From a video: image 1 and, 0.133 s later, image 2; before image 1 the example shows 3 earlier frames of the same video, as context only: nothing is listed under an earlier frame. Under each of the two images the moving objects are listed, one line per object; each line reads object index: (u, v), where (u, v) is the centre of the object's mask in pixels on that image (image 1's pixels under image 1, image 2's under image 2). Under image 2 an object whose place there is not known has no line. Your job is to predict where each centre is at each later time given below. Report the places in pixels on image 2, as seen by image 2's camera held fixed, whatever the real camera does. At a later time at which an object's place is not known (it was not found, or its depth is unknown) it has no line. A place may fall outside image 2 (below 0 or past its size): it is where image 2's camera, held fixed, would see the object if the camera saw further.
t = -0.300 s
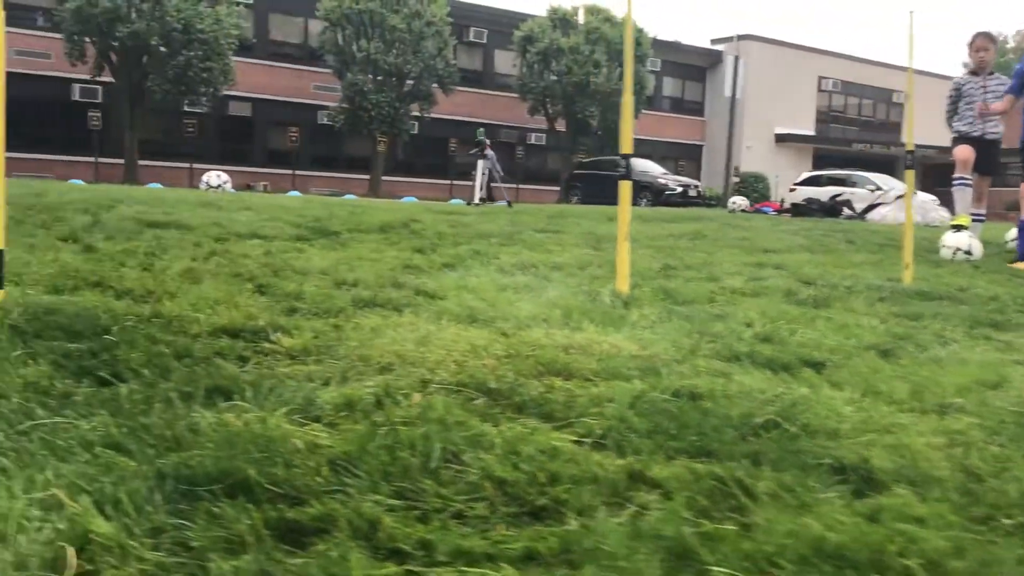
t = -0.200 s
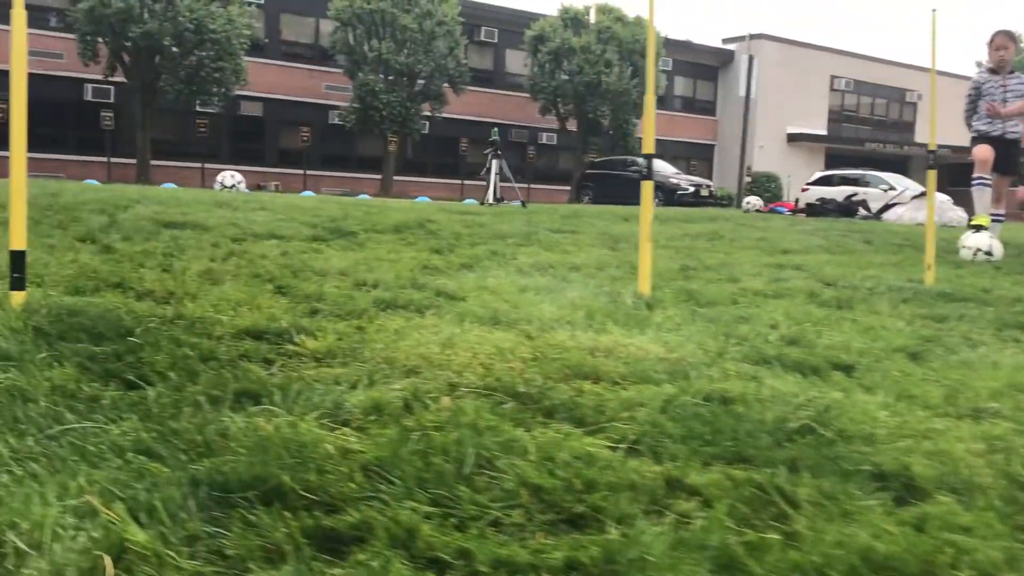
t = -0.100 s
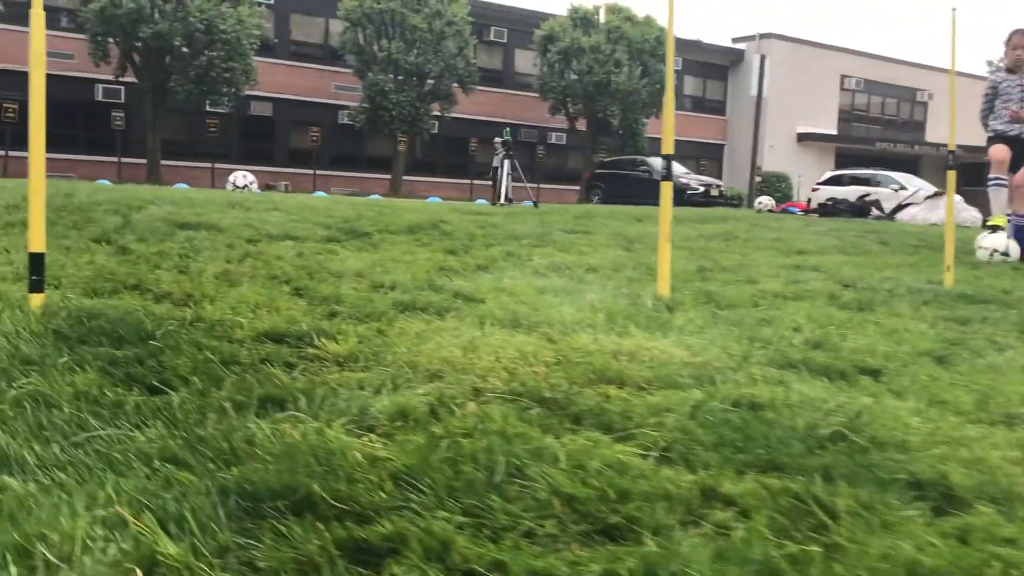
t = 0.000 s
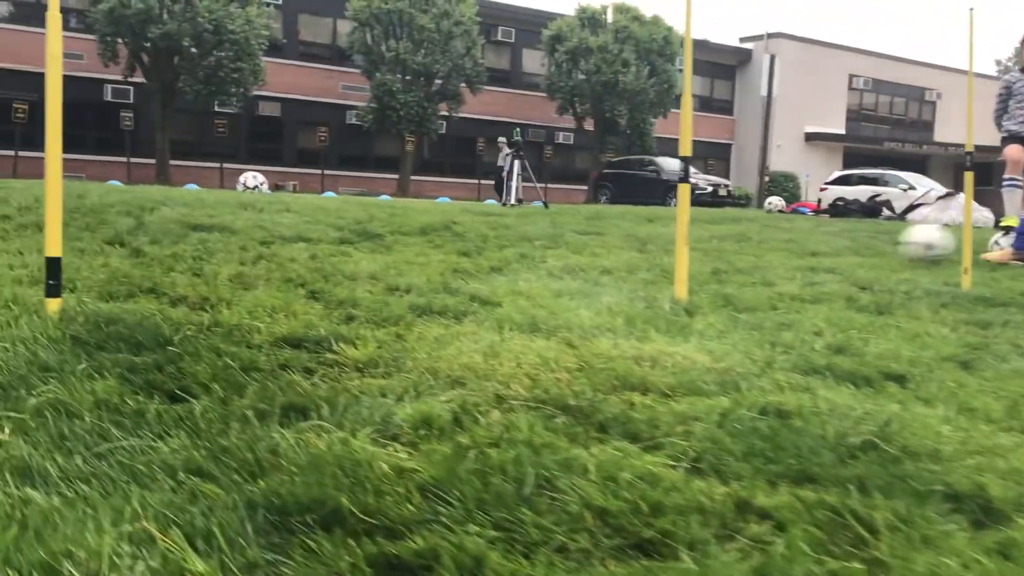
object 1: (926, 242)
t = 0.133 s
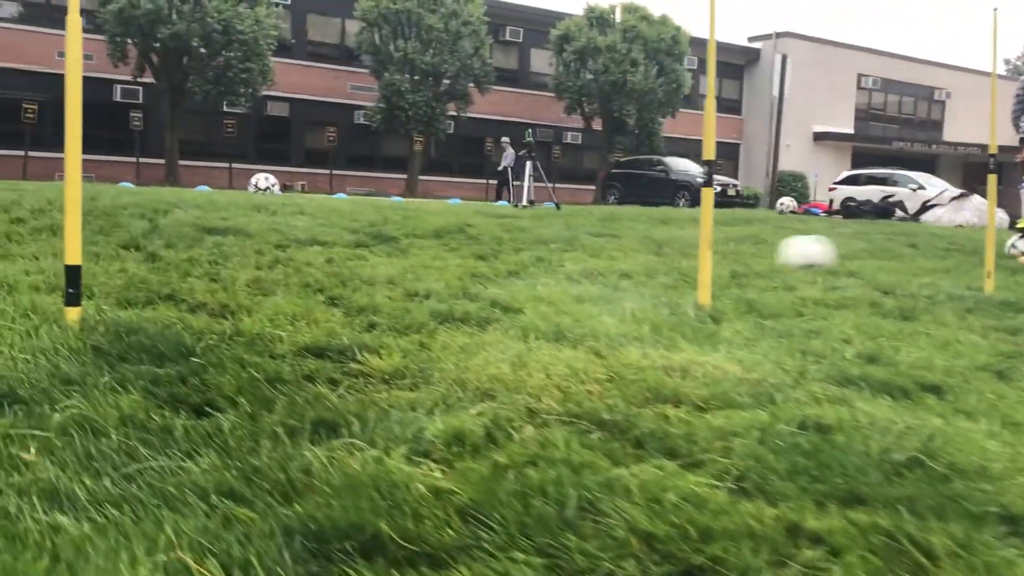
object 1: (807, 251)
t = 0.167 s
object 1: (776, 248)
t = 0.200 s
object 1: (750, 242)
